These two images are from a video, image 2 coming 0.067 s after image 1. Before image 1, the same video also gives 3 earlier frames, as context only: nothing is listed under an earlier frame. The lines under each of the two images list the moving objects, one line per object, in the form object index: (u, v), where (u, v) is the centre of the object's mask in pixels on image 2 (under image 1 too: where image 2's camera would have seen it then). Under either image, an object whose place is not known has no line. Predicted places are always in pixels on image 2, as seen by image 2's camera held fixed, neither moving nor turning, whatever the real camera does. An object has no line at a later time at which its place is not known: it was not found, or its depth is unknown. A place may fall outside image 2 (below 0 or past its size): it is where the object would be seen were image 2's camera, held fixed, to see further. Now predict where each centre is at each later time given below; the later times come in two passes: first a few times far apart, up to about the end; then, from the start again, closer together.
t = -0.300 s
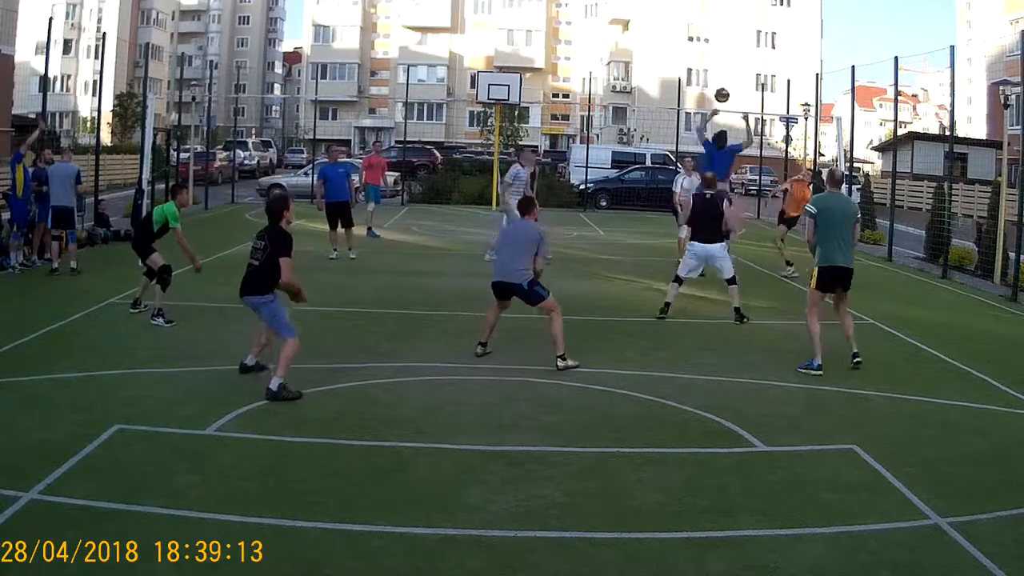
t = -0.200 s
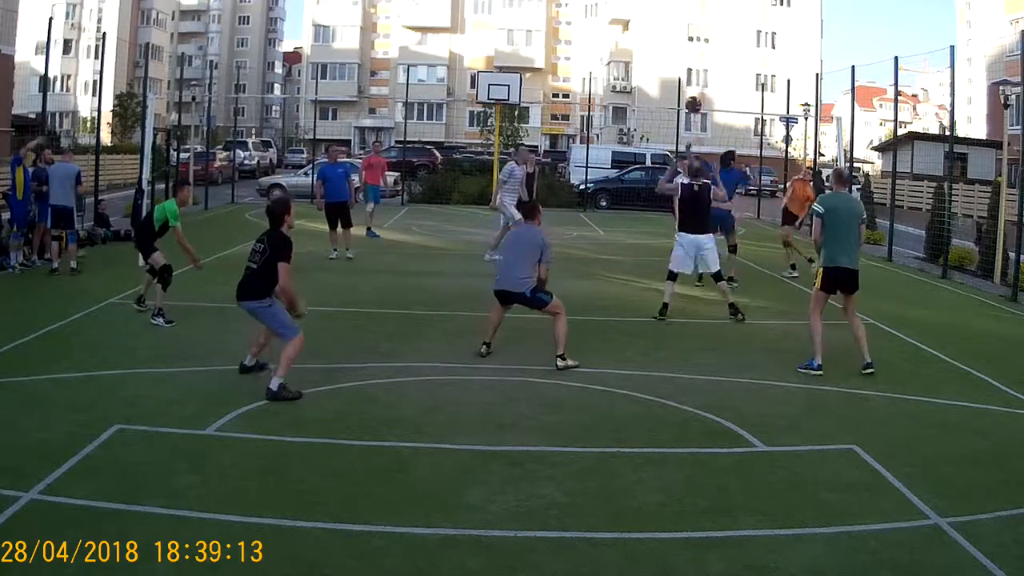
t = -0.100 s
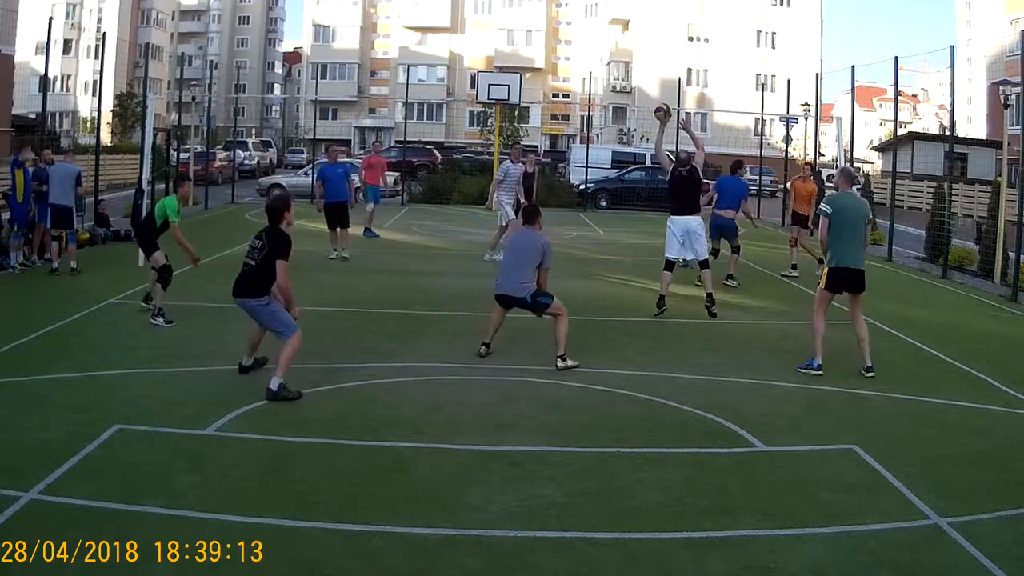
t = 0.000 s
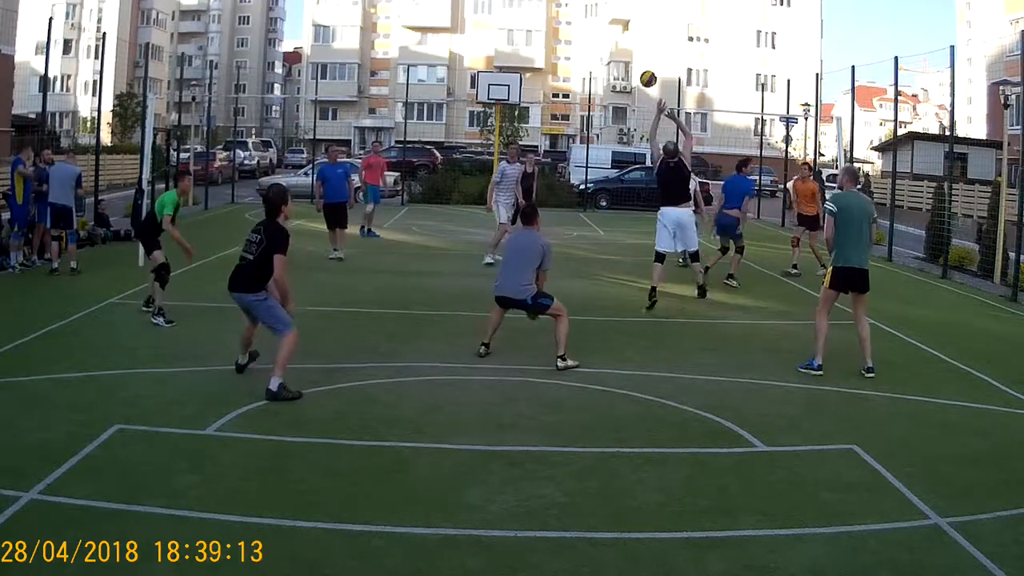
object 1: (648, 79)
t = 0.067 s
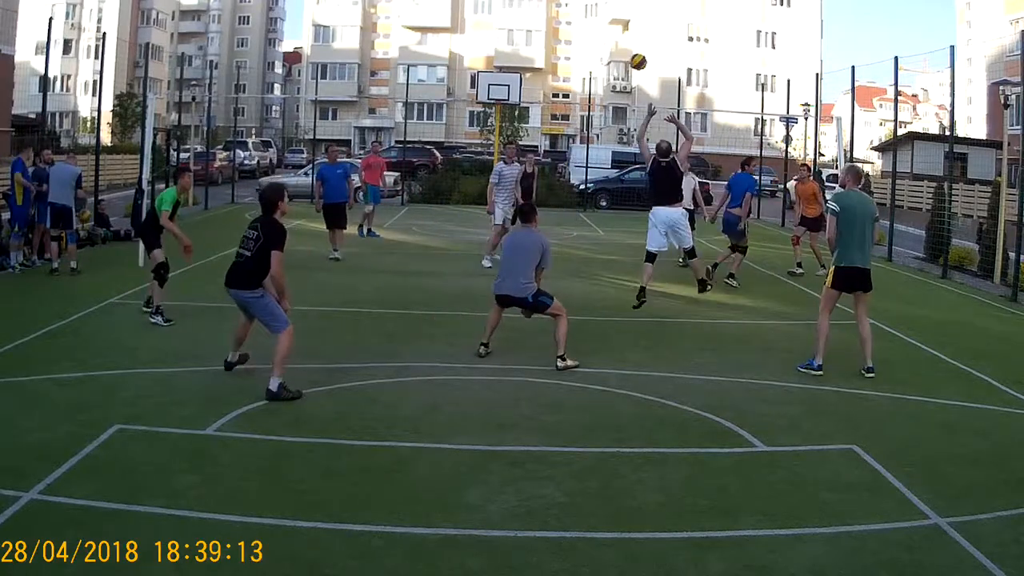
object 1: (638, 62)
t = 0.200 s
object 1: (619, 39)
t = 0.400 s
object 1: (590, 33)
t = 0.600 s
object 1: (561, 61)
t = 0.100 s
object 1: (633, 55)
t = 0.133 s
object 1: (628, 49)
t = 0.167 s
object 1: (623, 44)
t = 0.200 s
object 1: (619, 39)
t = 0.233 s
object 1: (614, 36)
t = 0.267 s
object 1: (609, 33)
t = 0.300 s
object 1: (604, 32)
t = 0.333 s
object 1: (600, 31)
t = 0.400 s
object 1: (590, 33)
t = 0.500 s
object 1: (575, 43)
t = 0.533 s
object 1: (570, 48)
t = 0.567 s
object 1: (565, 53)
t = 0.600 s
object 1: (561, 61)
